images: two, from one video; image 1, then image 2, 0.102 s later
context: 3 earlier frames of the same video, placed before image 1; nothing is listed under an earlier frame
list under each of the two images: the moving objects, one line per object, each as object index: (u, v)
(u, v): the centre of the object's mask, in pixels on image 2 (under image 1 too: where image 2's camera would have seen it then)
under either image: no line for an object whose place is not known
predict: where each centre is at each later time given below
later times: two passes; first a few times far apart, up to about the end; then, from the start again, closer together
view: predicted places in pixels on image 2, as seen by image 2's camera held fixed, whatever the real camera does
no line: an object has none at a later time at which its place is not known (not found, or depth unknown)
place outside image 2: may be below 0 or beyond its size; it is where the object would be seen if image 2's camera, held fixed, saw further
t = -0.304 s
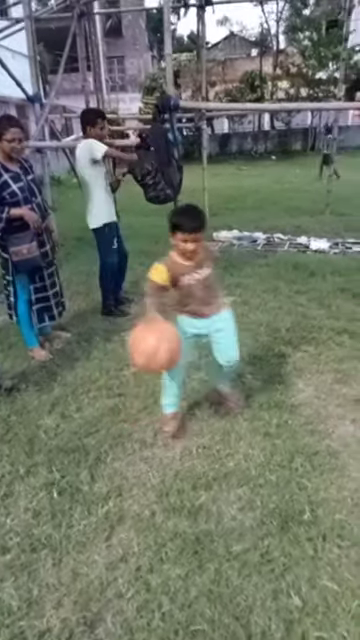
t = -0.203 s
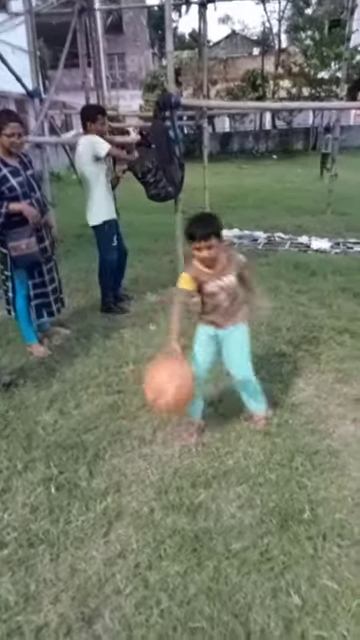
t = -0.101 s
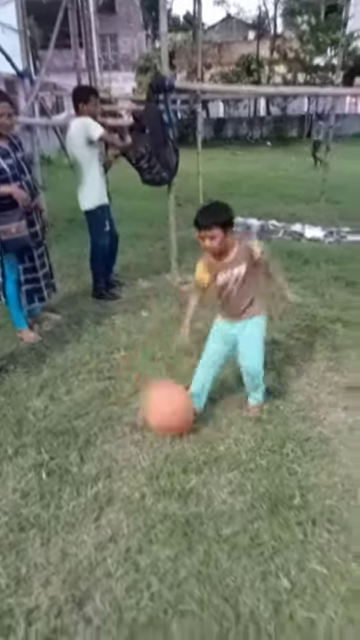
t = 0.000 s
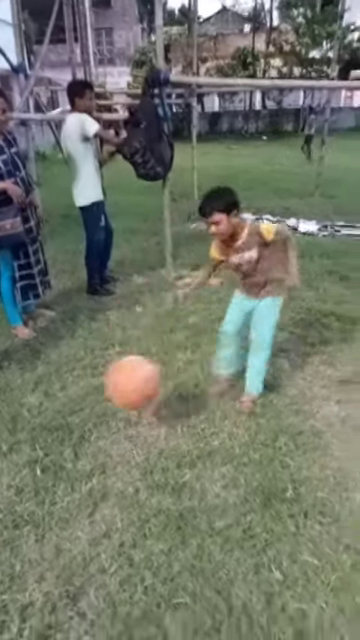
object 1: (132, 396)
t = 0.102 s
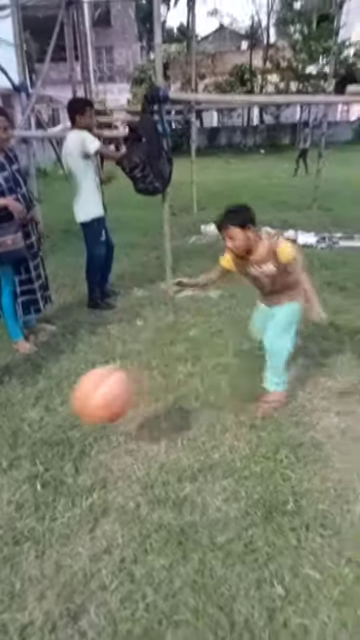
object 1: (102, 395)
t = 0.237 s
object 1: (63, 425)
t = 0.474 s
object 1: (4, 480)
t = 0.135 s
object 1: (93, 399)
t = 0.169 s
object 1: (83, 405)
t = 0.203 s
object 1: (72, 414)
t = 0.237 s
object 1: (63, 425)
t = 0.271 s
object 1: (53, 439)
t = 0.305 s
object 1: (43, 455)
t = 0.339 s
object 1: (33, 475)
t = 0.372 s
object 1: (24, 489)
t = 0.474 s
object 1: (4, 480)
